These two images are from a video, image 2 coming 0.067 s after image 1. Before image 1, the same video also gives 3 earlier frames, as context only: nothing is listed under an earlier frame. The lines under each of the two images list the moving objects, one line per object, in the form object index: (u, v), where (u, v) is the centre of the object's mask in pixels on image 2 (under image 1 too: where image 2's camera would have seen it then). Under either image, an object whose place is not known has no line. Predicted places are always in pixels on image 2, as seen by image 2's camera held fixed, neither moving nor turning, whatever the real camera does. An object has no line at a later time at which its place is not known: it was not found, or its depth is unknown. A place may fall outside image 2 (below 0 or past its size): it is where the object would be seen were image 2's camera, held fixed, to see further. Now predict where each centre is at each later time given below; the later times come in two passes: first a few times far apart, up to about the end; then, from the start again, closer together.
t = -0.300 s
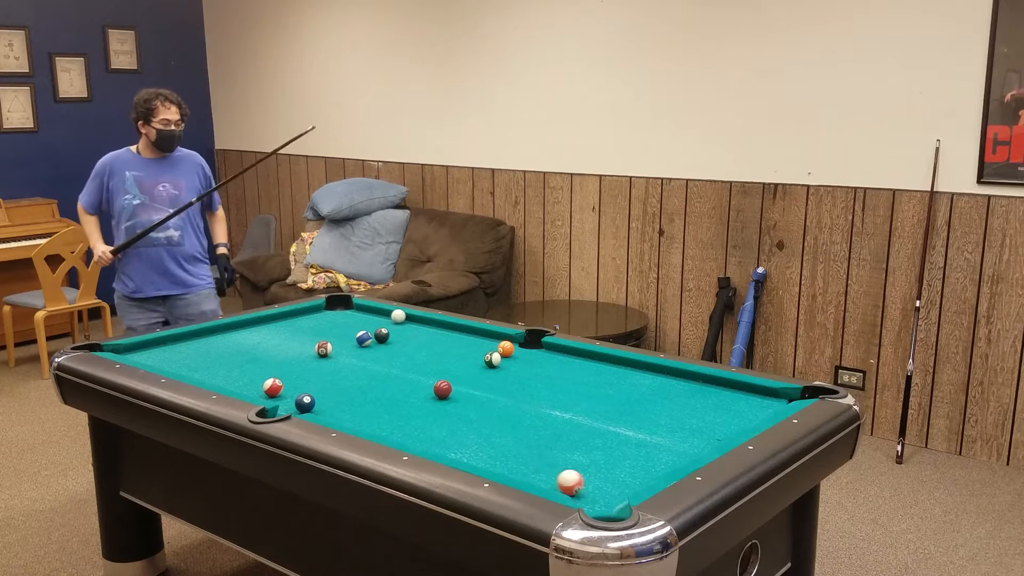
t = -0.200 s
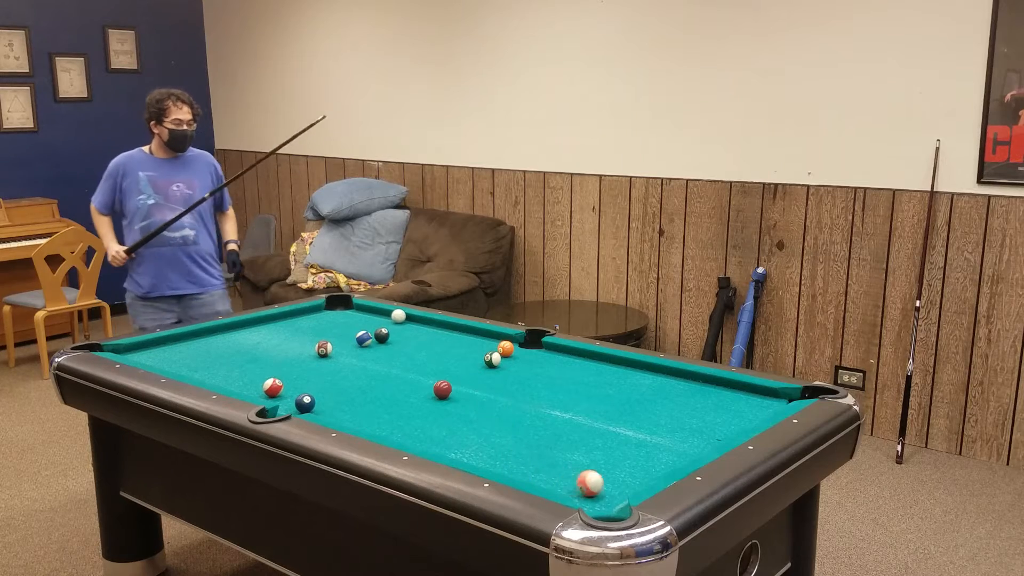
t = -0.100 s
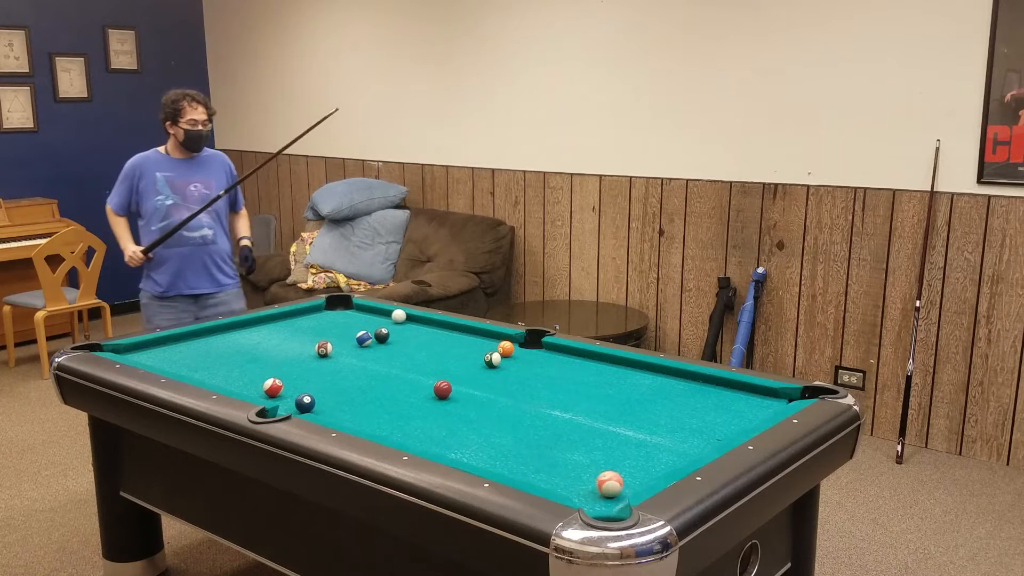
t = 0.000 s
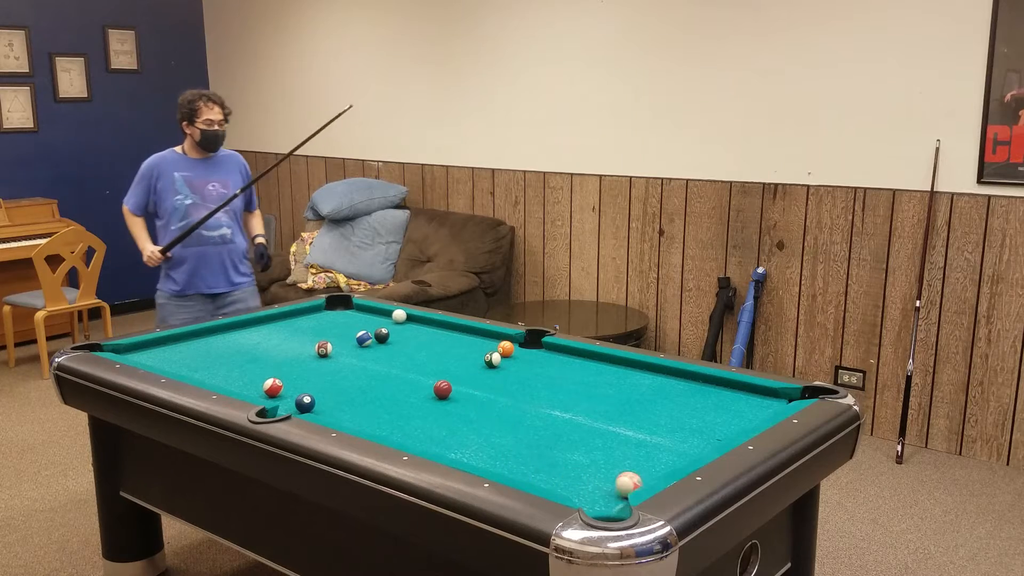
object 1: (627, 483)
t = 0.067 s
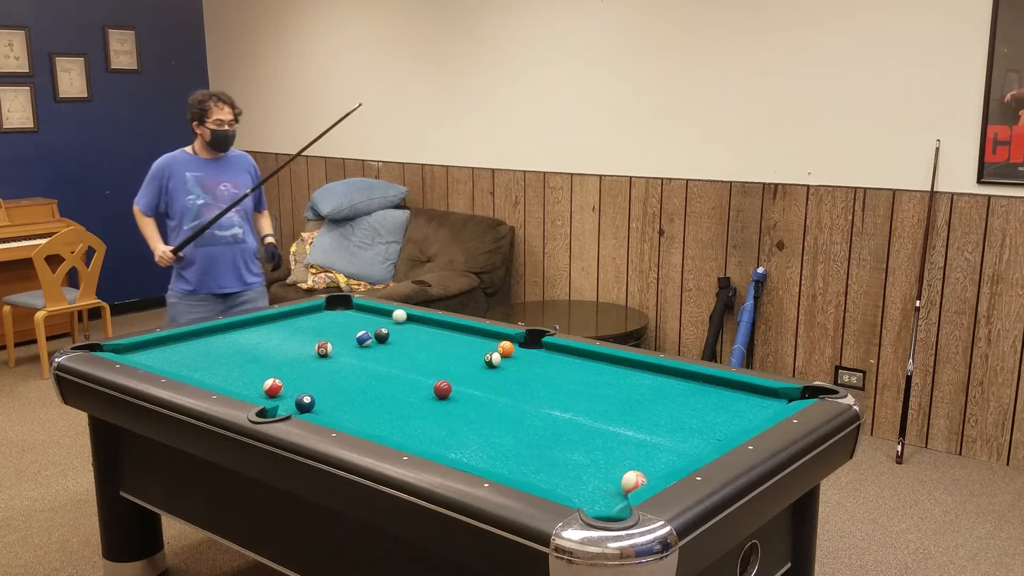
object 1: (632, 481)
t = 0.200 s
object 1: (630, 477)
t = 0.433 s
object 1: (625, 468)
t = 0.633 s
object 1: (621, 461)
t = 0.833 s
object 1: (617, 454)
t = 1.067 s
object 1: (613, 448)
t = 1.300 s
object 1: (609, 443)
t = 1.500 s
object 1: (605, 439)
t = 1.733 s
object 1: (601, 435)
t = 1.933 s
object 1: (598, 432)
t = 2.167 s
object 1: (596, 430)
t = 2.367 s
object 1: (595, 428)
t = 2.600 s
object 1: (594, 427)
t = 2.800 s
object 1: (594, 426)
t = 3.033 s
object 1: (594, 426)
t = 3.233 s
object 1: (594, 426)
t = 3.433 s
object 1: (594, 426)
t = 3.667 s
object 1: (594, 426)
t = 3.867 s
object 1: (594, 426)
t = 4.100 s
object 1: (594, 426)
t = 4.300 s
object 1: (594, 426)
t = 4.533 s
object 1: (594, 426)
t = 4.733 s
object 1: (594, 426)
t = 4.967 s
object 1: (594, 426)
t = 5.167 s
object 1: (594, 426)
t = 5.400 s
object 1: (594, 426)
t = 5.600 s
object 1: (594, 426)
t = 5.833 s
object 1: (594, 426)
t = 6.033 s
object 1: (594, 426)
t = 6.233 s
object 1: (594, 426)
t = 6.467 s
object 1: (594, 426)
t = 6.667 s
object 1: (594, 426)
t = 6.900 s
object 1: (594, 426)
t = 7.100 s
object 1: (594, 426)
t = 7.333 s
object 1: (594, 426)
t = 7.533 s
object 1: (594, 426)
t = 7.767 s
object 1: (594, 426)
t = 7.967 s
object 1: (594, 426)
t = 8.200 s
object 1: (594, 426)
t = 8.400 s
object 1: (594, 426)
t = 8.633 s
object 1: (594, 426)
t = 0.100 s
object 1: (632, 480)
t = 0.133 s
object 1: (631, 479)
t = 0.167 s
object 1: (631, 479)
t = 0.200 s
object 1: (630, 477)
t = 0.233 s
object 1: (629, 476)
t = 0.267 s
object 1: (628, 475)
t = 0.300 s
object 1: (628, 474)
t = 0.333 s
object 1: (627, 472)
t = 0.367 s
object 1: (626, 471)
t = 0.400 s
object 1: (626, 470)
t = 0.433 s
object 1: (625, 468)
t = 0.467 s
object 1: (624, 467)
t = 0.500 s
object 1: (623, 466)
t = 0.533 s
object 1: (623, 465)
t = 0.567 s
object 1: (622, 464)
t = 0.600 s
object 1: (622, 462)
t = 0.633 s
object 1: (621, 461)
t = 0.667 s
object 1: (621, 460)
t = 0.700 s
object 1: (620, 459)
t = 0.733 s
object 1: (620, 458)
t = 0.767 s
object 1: (619, 457)
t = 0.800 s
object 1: (618, 455)
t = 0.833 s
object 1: (617, 454)
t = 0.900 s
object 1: (616, 452)
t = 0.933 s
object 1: (615, 451)
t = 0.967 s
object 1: (615, 450)
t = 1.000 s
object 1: (614, 449)
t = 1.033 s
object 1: (614, 448)
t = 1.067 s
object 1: (613, 448)
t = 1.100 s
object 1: (612, 447)
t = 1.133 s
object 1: (612, 446)
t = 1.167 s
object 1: (611, 445)
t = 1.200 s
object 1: (611, 445)
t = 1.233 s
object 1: (610, 444)
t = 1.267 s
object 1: (609, 443)
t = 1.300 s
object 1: (609, 443)
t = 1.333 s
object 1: (608, 442)
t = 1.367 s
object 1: (607, 441)
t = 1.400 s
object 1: (607, 441)
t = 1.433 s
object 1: (606, 440)
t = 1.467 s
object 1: (605, 439)
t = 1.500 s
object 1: (605, 439)
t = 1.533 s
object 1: (605, 438)
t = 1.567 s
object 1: (604, 438)
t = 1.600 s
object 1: (603, 437)
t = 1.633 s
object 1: (603, 437)
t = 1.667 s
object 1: (602, 436)
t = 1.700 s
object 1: (602, 435)
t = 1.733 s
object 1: (601, 435)
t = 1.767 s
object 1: (601, 435)
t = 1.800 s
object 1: (600, 434)
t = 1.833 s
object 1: (600, 433)
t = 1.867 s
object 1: (599, 433)
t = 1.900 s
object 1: (599, 432)
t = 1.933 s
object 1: (598, 432)
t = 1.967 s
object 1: (598, 432)
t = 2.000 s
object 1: (598, 431)
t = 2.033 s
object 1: (598, 431)
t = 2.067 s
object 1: (597, 430)
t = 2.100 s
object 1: (597, 430)
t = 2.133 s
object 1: (597, 430)
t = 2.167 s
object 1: (596, 430)
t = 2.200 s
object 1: (596, 429)
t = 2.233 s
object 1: (596, 429)
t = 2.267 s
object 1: (595, 429)
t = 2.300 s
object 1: (595, 429)
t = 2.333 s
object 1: (595, 429)
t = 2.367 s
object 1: (595, 428)
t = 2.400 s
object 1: (595, 428)
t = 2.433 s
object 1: (594, 428)
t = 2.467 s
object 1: (594, 428)
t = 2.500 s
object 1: (594, 427)
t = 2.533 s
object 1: (594, 427)
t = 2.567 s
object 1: (594, 427)
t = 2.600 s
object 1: (594, 427)
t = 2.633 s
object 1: (594, 427)
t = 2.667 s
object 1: (594, 427)
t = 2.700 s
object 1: (594, 427)
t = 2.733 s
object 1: (594, 426)
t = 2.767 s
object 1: (594, 426)
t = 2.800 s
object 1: (594, 426)
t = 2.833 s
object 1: (594, 426)
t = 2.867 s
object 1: (594, 426)
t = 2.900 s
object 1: (594, 426)
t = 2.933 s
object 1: (594, 426)
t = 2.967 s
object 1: (594, 426)
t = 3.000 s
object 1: (594, 426)
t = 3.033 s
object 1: (594, 426)
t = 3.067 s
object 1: (594, 426)
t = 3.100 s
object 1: (594, 426)
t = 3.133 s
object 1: (594, 426)
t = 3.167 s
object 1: (594, 426)
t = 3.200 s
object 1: (594, 426)
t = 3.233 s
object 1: (594, 426)
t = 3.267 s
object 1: (594, 426)
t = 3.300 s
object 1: (594, 426)
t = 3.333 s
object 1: (594, 426)
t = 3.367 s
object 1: (594, 426)
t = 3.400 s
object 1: (594, 426)
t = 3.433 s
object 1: (594, 426)
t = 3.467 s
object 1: (594, 426)
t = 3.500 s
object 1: (594, 426)
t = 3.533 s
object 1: (594, 426)
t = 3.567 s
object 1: (594, 426)
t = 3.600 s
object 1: (594, 426)
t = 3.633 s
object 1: (594, 426)
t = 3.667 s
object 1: (594, 426)
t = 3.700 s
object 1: (594, 426)
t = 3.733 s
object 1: (594, 426)
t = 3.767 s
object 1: (594, 426)
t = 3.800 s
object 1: (594, 426)
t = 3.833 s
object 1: (594, 426)
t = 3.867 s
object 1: (594, 426)
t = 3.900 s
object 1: (594, 426)
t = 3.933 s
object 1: (594, 426)
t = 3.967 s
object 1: (594, 426)
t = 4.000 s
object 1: (594, 426)
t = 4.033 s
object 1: (594, 426)
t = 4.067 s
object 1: (594, 426)
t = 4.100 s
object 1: (594, 426)
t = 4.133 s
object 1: (594, 426)
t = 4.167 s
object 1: (594, 426)
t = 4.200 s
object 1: (594, 426)
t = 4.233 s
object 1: (594, 426)
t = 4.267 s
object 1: (594, 426)
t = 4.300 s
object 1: (594, 426)
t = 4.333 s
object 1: (594, 426)
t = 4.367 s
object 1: (594, 426)
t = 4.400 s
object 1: (594, 426)
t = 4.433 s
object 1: (594, 426)
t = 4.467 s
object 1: (594, 426)
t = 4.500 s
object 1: (594, 426)
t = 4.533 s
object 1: (594, 426)
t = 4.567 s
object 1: (594, 426)
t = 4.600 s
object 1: (594, 426)
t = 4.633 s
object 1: (594, 426)
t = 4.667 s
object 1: (594, 426)
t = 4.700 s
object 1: (594, 426)
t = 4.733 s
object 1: (594, 426)
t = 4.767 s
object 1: (594, 426)
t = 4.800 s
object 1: (594, 426)
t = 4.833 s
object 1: (594, 426)
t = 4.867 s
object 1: (594, 426)
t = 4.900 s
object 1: (594, 426)
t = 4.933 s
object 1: (594, 426)
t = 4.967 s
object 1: (594, 426)
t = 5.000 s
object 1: (594, 426)
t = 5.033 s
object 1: (594, 426)
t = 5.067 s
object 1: (594, 426)
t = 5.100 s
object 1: (594, 426)
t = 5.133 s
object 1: (594, 426)
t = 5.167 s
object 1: (594, 426)
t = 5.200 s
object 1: (594, 426)
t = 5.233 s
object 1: (594, 426)
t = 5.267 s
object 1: (594, 426)
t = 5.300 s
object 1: (594, 426)
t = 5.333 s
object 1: (594, 426)
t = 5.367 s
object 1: (594, 426)
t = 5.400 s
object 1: (594, 426)
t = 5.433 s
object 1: (594, 426)
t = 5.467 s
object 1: (594, 426)
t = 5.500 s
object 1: (594, 426)
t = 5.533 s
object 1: (594, 426)
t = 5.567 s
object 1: (594, 426)
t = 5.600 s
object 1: (594, 426)
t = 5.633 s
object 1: (594, 426)
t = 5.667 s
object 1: (594, 426)
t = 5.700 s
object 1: (594, 426)
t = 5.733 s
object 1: (594, 426)
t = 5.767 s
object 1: (594, 426)
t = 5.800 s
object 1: (594, 426)
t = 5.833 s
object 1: (594, 426)
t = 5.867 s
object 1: (594, 426)
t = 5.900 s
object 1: (594, 426)
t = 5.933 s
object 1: (594, 426)
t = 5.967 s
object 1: (594, 426)
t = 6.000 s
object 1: (594, 426)
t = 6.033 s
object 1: (594, 426)
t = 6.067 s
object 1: (594, 426)
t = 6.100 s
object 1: (594, 426)
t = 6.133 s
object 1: (594, 426)
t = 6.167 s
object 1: (594, 426)
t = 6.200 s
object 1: (594, 426)
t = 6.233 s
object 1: (594, 426)
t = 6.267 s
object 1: (594, 426)
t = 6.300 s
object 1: (594, 426)
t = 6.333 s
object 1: (594, 426)
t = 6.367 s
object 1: (594, 426)
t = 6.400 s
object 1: (594, 426)
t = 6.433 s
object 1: (594, 426)
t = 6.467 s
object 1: (594, 426)
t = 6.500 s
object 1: (594, 426)
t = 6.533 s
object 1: (594, 426)
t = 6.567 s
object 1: (594, 426)
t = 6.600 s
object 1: (594, 426)
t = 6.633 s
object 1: (594, 426)
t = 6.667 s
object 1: (594, 426)
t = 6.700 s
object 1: (594, 426)
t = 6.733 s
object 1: (594, 426)
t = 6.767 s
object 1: (594, 426)
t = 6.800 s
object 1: (594, 426)
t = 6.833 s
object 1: (594, 426)
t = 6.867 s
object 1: (594, 426)
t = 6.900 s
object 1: (594, 426)
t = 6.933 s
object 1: (594, 426)
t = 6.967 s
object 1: (594, 426)
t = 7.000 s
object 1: (594, 426)
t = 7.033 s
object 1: (594, 426)
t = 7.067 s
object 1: (594, 426)
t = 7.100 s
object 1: (594, 426)
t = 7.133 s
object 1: (594, 426)
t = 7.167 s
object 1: (594, 426)
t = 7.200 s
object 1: (594, 426)
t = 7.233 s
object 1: (594, 426)
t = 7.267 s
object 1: (594, 426)
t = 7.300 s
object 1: (594, 426)
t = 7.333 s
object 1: (594, 426)
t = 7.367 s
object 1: (594, 426)
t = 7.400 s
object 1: (594, 426)
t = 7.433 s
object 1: (594, 426)
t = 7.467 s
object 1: (594, 426)
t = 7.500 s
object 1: (594, 426)
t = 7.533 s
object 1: (594, 426)
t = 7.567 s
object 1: (594, 426)
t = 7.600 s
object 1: (594, 426)
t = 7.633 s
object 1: (594, 426)
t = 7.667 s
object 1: (594, 426)
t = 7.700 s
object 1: (594, 426)
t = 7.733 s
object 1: (594, 426)
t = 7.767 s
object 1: (594, 426)
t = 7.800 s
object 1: (594, 426)
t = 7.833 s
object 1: (594, 426)
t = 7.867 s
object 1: (594, 426)
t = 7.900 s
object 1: (594, 426)
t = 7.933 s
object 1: (594, 426)
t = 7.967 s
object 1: (594, 426)
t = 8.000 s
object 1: (594, 426)
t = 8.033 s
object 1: (594, 426)
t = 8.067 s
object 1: (594, 426)
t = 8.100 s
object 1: (594, 426)
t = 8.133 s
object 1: (594, 426)
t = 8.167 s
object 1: (594, 426)
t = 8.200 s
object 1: (594, 426)
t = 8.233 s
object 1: (594, 426)
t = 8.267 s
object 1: (594, 426)
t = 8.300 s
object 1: (594, 426)
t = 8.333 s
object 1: (594, 426)
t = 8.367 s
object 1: (594, 426)
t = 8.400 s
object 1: (594, 426)
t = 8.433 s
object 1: (594, 426)
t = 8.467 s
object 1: (594, 426)
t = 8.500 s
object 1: (594, 426)
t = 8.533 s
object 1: (594, 426)
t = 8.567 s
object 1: (594, 426)
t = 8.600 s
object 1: (594, 426)
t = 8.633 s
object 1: (594, 426)
